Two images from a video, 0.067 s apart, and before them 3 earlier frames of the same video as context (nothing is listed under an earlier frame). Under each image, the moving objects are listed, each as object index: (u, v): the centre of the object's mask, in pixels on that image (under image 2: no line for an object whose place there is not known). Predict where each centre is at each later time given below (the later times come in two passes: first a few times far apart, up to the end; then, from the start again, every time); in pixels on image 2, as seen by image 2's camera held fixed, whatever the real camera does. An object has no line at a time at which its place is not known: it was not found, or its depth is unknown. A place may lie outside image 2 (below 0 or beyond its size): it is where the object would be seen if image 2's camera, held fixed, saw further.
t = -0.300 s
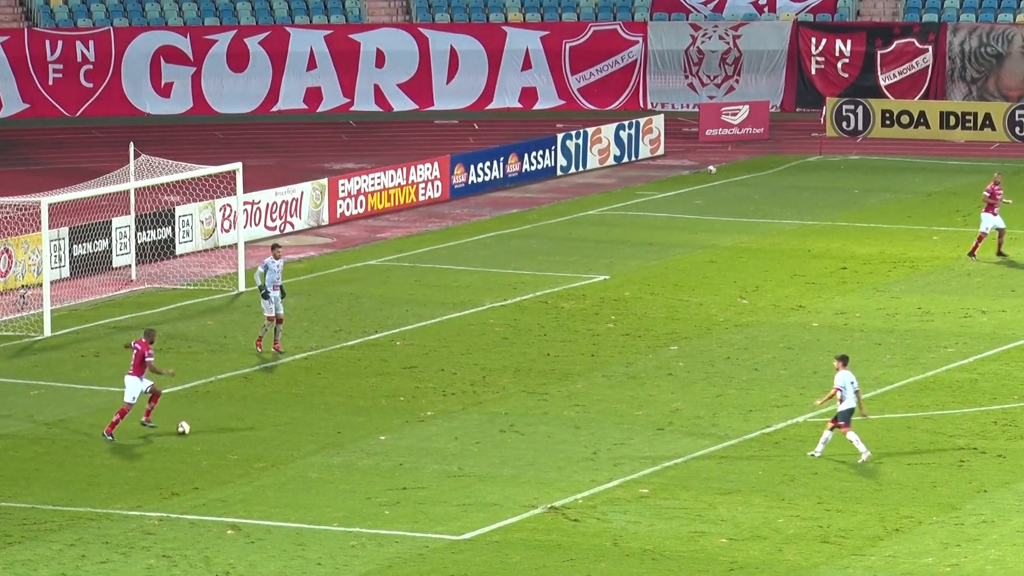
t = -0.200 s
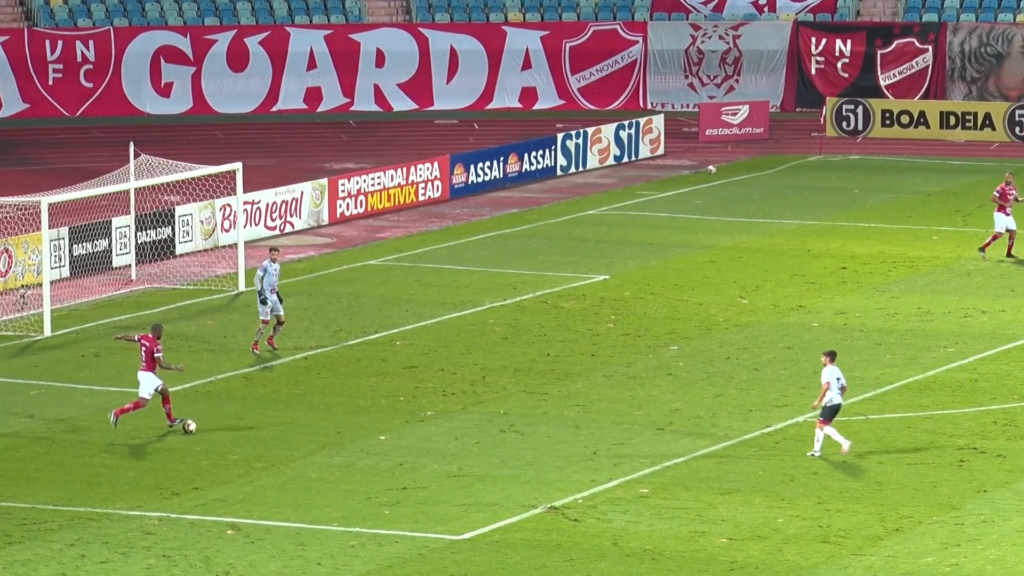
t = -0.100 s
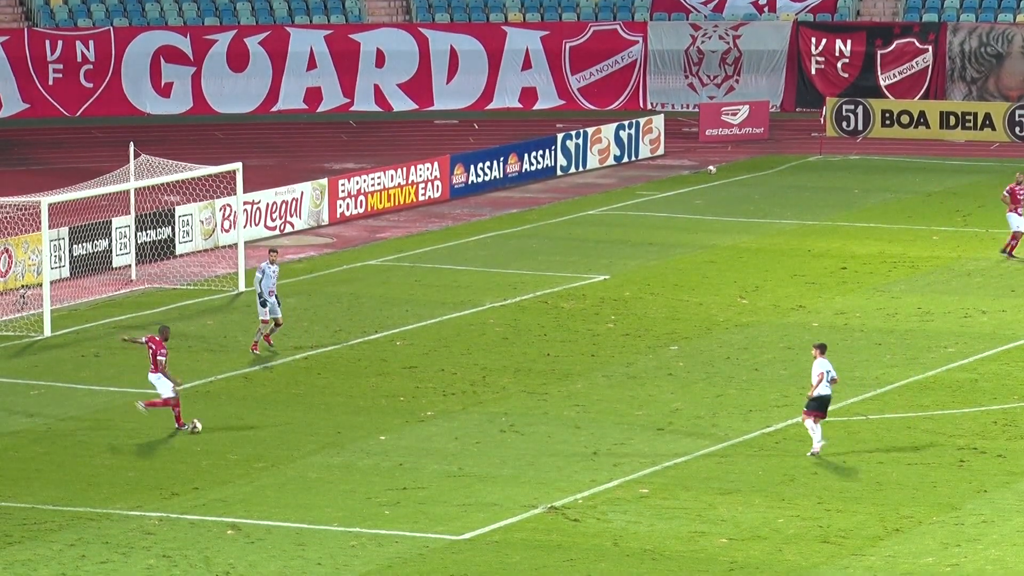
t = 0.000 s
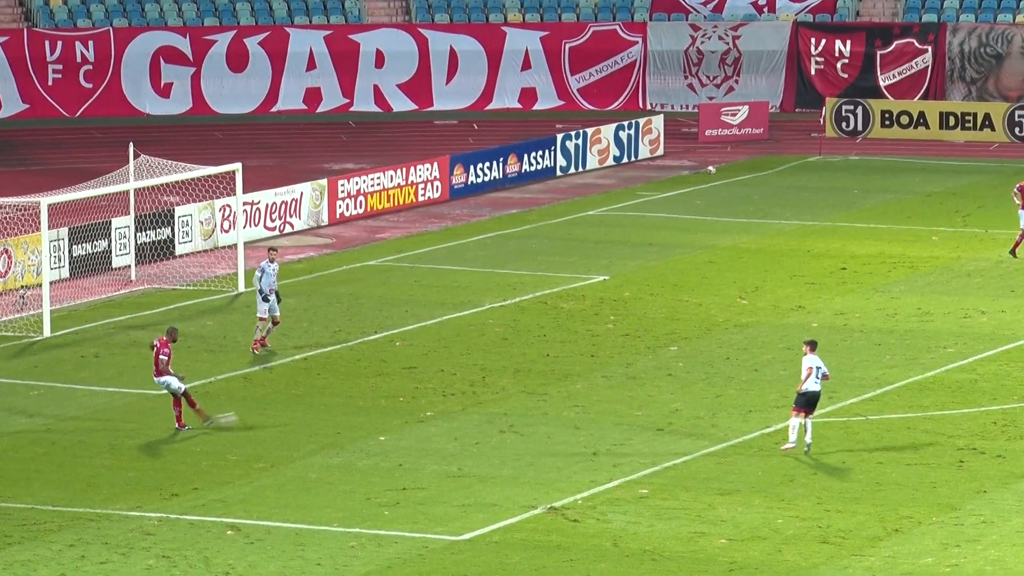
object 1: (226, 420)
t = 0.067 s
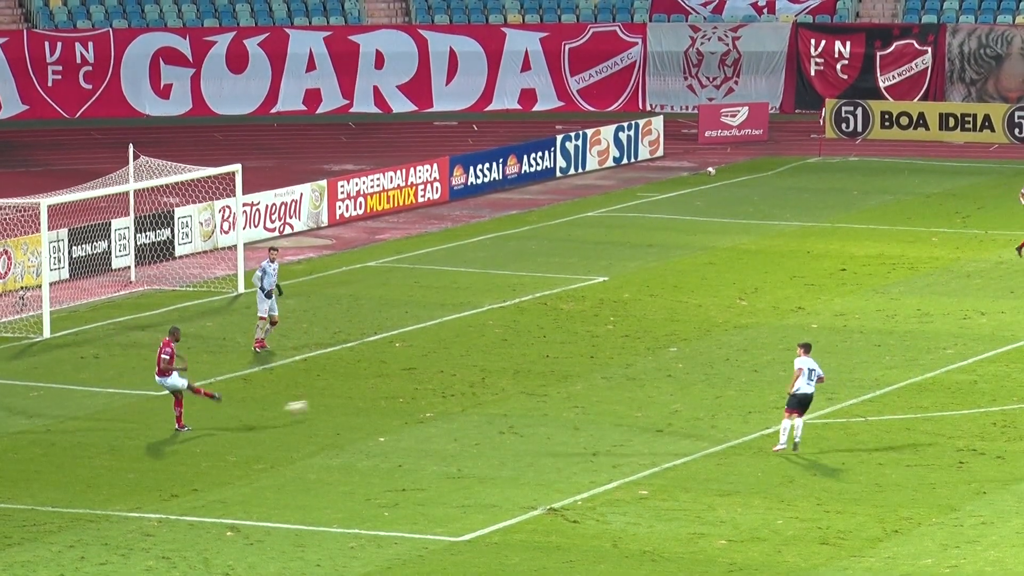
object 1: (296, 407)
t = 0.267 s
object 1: (494, 385)
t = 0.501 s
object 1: (676, 359)
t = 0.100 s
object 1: (332, 402)
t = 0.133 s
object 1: (366, 397)
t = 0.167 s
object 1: (400, 394)
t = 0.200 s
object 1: (433, 391)
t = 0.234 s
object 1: (464, 390)
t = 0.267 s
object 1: (494, 385)
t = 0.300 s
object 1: (521, 378)
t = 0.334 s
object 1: (549, 373)
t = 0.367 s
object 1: (575, 368)
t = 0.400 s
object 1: (601, 366)
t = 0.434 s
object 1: (627, 363)
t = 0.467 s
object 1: (652, 361)
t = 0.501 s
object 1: (676, 359)
